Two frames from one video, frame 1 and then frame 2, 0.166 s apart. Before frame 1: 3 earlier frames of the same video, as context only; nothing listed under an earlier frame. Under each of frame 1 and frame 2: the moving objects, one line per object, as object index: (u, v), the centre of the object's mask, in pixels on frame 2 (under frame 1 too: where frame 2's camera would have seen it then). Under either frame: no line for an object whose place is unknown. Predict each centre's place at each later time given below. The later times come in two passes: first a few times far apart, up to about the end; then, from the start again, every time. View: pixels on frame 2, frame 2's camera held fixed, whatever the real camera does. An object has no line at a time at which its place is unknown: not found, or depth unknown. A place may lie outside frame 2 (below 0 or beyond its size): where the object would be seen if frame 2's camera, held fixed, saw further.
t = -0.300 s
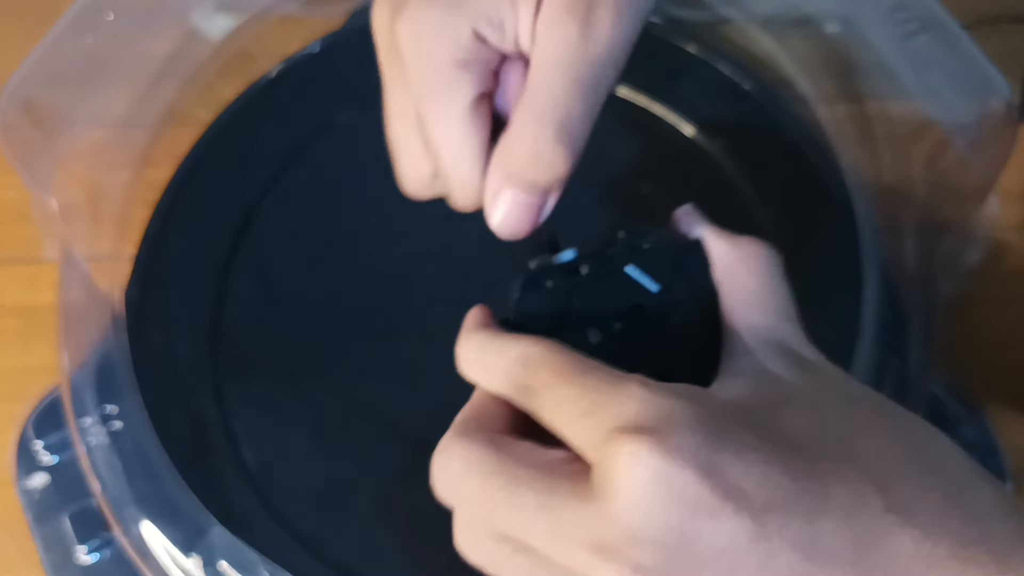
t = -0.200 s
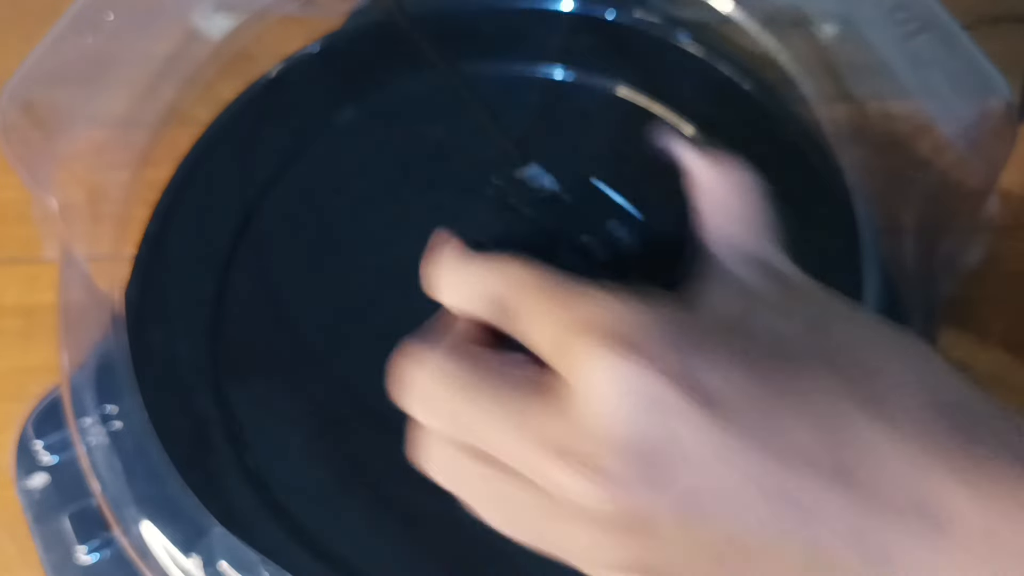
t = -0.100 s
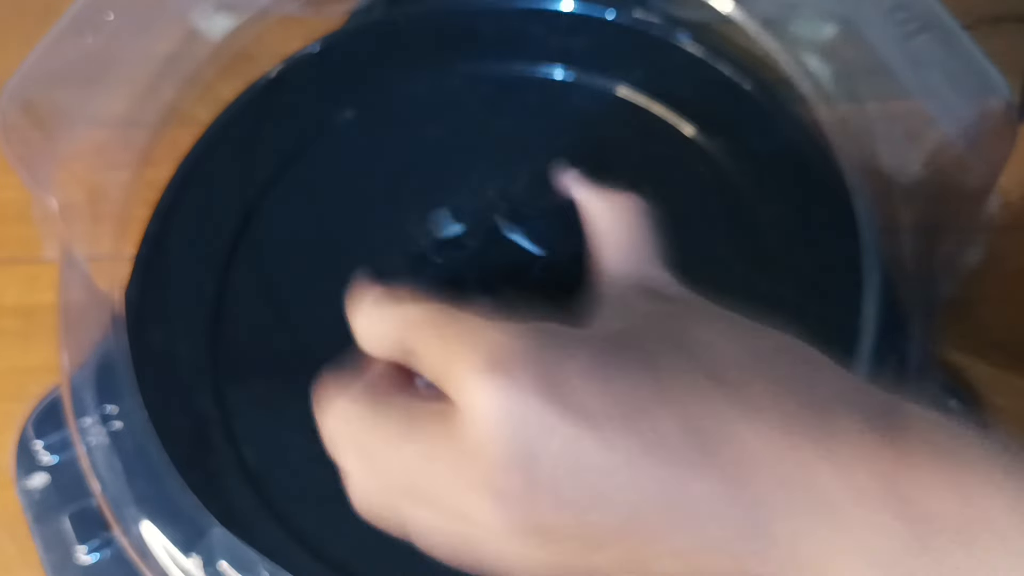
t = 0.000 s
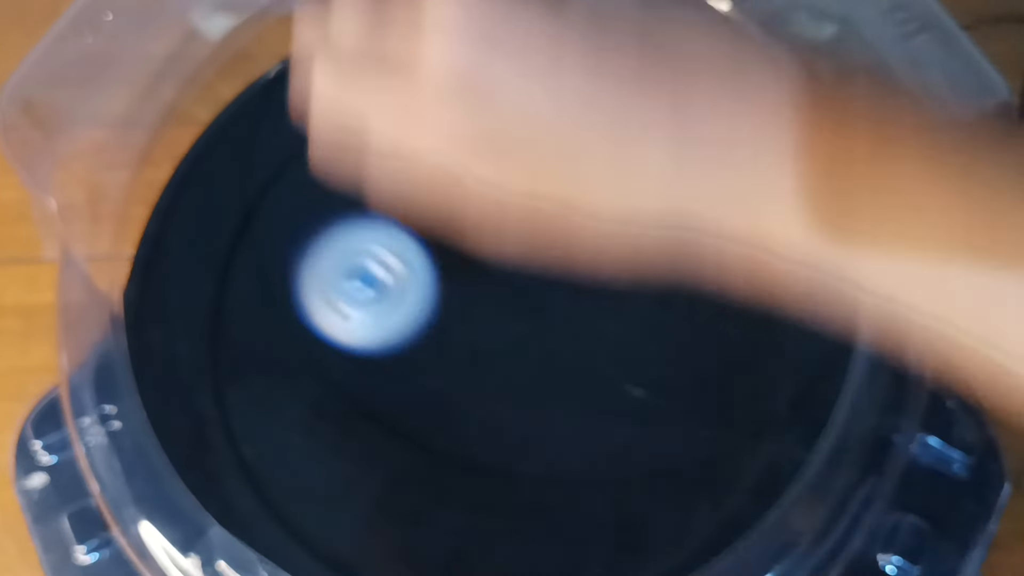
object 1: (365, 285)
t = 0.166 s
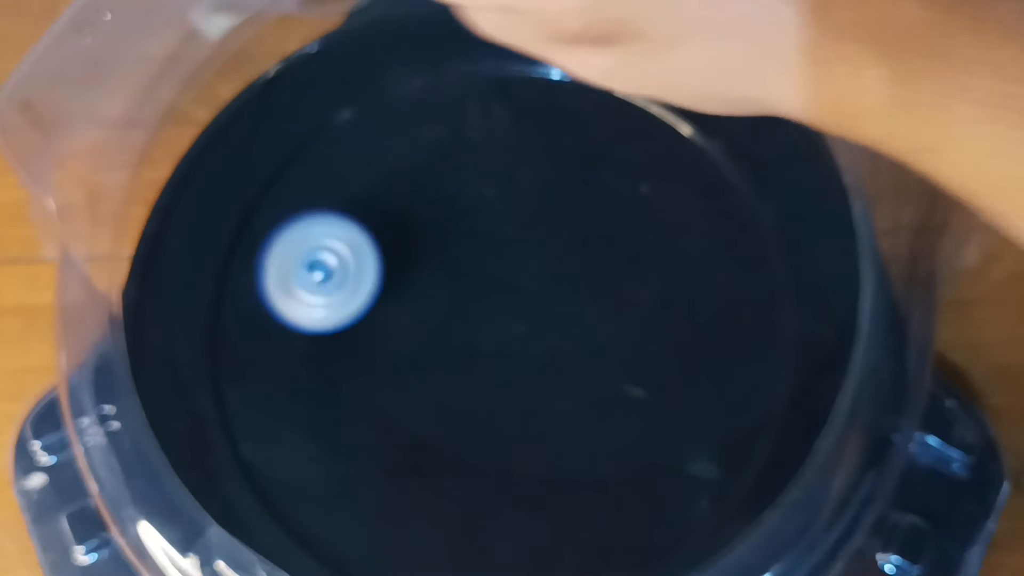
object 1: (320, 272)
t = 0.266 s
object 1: (359, 278)
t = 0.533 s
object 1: (469, 336)
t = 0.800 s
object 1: (552, 353)
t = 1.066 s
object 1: (599, 339)
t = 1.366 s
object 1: (610, 318)
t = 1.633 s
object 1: (579, 310)
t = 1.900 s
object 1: (531, 331)
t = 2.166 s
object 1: (493, 357)
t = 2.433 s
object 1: (473, 371)
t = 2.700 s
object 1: (462, 371)
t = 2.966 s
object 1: (454, 356)
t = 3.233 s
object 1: (454, 324)
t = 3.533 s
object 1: (461, 292)
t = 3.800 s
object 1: (473, 265)
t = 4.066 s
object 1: (483, 255)
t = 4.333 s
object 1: (502, 258)
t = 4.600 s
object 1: (521, 273)
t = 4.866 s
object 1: (535, 296)
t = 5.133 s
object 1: (542, 322)
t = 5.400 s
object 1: (538, 345)
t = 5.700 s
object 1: (521, 360)
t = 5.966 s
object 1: (496, 359)
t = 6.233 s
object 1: (474, 348)
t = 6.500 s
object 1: (460, 326)
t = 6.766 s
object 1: (458, 303)
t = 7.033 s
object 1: (469, 280)
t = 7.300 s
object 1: (485, 267)
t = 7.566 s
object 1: (506, 266)
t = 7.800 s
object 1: (523, 280)
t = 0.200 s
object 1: (329, 273)
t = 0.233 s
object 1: (342, 275)
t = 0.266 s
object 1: (359, 278)
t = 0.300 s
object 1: (377, 284)
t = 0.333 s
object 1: (393, 293)
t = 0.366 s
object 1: (408, 302)
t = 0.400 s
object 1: (422, 311)
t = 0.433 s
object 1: (434, 318)
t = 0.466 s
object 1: (446, 325)
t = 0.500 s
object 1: (458, 331)
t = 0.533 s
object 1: (469, 336)
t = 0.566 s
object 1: (480, 341)
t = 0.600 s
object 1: (492, 344)
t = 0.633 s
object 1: (503, 347)
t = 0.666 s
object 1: (513, 349)
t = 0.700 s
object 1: (524, 351)
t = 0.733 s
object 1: (534, 352)
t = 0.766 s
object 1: (543, 353)
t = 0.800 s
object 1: (552, 353)
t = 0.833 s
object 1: (560, 352)
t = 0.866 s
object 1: (568, 351)
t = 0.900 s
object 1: (575, 350)
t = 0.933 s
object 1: (581, 348)
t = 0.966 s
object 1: (586, 346)
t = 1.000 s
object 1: (591, 344)
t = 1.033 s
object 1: (595, 341)
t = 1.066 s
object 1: (599, 339)
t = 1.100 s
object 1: (602, 336)
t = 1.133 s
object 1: (604, 334)
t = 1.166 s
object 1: (606, 331)
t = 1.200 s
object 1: (608, 329)
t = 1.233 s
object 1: (609, 327)
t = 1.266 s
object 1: (610, 325)
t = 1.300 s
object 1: (611, 323)
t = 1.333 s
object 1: (611, 321)
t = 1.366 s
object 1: (610, 318)
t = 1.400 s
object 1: (609, 316)
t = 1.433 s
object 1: (607, 314)
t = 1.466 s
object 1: (605, 312)
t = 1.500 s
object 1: (601, 311)
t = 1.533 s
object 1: (596, 309)
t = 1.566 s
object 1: (591, 309)
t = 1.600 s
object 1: (585, 309)
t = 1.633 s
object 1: (579, 310)
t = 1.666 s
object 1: (573, 312)
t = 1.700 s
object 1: (567, 314)
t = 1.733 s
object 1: (560, 316)
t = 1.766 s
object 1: (554, 319)
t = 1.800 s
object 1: (548, 322)
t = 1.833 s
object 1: (542, 325)
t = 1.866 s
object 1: (536, 328)
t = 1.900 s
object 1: (531, 331)
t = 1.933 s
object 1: (526, 334)
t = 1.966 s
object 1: (521, 338)
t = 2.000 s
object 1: (516, 341)
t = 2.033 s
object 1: (511, 344)
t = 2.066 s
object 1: (506, 348)
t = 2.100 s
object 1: (502, 351)
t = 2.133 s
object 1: (497, 354)
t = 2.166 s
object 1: (493, 357)
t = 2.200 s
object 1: (489, 360)
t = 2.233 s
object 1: (486, 363)
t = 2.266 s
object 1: (483, 365)
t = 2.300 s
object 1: (480, 367)
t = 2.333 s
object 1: (478, 368)
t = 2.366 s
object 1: (476, 369)
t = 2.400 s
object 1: (474, 371)
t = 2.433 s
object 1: (473, 371)
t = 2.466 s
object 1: (471, 372)
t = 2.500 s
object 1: (470, 372)
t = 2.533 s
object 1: (469, 372)
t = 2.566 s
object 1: (467, 372)
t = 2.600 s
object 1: (466, 372)
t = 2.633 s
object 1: (465, 372)
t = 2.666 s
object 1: (463, 371)
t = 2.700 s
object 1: (462, 371)
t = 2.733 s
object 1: (461, 370)
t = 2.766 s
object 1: (460, 369)
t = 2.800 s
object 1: (458, 367)
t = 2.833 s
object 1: (457, 366)
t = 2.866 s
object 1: (456, 364)
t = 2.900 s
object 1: (455, 361)
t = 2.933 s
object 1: (455, 359)
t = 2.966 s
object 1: (454, 356)
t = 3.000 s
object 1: (454, 353)
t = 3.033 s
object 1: (454, 349)
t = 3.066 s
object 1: (454, 344)
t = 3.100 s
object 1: (454, 340)
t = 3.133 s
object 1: (455, 335)
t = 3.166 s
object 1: (454, 331)
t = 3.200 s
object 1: (454, 327)
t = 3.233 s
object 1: (454, 324)
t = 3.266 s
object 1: (454, 320)
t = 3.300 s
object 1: (455, 317)
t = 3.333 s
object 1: (455, 313)
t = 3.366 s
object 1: (456, 309)
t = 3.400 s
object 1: (457, 306)
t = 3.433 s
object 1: (458, 302)
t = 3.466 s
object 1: (459, 299)
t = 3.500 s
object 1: (459, 295)
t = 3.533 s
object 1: (461, 292)
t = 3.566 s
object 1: (462, 288)
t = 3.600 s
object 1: (464, 285)
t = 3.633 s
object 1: (465, 281)
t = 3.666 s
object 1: (467, 277)
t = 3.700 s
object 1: (468, 274)
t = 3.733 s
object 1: (470, 271)
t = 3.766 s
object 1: (471, 268)
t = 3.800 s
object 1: (473, 265)
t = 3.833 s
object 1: (474, 263)
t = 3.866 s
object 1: (475, 261)
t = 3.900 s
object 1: (476, 259)
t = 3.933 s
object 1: (478, 258)
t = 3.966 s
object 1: (479, 257)
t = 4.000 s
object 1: (480, 256)
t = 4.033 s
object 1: (482, 255)
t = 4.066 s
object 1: (483, 255)
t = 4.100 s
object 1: (485, 255)
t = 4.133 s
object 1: (487, 255)
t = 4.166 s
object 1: (489, 255)
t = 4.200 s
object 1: (491, 255)
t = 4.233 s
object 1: (494, 256)
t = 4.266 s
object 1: (496, 256)
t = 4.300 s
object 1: (499, 257)
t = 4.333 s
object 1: (502, 258)
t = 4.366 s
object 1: (504, 258)
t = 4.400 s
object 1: (507, 260)
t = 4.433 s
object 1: (509, 261)
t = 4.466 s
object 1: (511, 263)
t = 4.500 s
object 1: (514, 265)
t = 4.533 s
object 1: (516, 267)
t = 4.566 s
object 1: (519, 270)
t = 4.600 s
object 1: (521, 273)
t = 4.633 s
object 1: (523, 275)
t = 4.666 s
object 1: (525, 278)
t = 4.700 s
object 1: (527, 281)
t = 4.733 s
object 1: (529, 283)
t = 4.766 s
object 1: (531, 286)
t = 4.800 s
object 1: (532, 289)
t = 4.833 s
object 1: (534, 293)
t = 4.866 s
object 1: (535, 296)
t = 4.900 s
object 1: (537, 299)
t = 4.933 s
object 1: (538, 302)
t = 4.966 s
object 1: (539, 305)
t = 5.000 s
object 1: (540, 309)
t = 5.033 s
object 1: (541, 312)
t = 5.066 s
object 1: (541, 315)
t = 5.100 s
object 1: (542, 318)
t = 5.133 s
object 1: (542, 322)
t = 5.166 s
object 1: (542, 325)
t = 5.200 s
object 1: (541, 328)
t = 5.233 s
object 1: (541, 331)
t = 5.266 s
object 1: (541, 334)
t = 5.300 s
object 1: (541, 337)
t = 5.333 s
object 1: (540, 340)
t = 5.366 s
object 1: (539, 343)
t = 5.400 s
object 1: (538, 345)
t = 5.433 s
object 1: (537, 347)
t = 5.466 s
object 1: (536, 350)
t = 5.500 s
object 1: (534, 351)
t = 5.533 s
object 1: (532, 353)
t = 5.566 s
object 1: (530, 355)
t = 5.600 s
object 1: (528, 357)
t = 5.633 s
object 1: (525, 358)
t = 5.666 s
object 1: (523, 359)
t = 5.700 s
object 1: (521, 360)
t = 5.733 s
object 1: (518, 360)
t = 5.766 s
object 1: (515, 361)
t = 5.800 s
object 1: (512, 361)
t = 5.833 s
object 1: (508, 361)
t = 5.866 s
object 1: (505, 361)
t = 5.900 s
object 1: (502, 360)
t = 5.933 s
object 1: (499, 360)
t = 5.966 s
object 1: (496, 359)
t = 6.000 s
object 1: (493, 359)
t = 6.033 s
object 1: (491, 358)
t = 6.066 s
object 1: (488, 357)
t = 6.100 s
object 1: (485, 355)
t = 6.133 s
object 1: (482, 354)
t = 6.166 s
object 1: (479, 352)
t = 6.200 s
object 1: (476, 350)
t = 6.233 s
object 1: (474, 348)
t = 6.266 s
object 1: (472, 346)
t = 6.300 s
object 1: (470, 343)
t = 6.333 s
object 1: (468, 341)
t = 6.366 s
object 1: (466, 339)
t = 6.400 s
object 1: (464, 336)
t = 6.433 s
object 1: (463, 332)
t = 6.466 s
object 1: (461, 329)
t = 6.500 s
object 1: (460, 326)
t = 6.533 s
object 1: (459, 323)
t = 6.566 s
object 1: (458, 320)
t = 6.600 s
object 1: (458, 317)
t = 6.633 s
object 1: (458, 314)
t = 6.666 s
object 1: (458, 311)
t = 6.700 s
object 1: (458, 308)
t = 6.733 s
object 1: (458, 305)
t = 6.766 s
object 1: (458, 303)
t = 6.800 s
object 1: (459, 300)
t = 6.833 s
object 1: (460, 297)
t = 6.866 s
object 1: (461, 294)
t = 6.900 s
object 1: (462, 291)
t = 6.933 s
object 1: (463, 288)
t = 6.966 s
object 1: (465, 285)
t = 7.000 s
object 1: (467, 282)
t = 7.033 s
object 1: (469, 280)
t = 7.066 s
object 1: (471, 277)
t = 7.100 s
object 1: (472, 275)
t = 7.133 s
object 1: (474, 273)
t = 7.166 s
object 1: (476, 271)
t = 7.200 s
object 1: (478, 270)
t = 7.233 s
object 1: (481, 268)
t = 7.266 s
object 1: (483, 267)
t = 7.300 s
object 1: (485, 267)
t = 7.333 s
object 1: (488, 266)
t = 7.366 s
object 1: (490, 266)
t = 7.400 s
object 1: (493, 265)
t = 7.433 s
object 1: (496, 265)
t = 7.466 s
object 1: (498, 265)
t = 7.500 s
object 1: (501, 265)
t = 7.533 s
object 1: (504, 266)
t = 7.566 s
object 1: (506, 266)
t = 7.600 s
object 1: (509, 267)
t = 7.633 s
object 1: (511, 269)
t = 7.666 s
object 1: (514, 270)
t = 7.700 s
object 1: (516, 273)
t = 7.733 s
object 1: (518, 275)
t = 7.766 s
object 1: (520, 277)
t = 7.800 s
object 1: (523, 280)
